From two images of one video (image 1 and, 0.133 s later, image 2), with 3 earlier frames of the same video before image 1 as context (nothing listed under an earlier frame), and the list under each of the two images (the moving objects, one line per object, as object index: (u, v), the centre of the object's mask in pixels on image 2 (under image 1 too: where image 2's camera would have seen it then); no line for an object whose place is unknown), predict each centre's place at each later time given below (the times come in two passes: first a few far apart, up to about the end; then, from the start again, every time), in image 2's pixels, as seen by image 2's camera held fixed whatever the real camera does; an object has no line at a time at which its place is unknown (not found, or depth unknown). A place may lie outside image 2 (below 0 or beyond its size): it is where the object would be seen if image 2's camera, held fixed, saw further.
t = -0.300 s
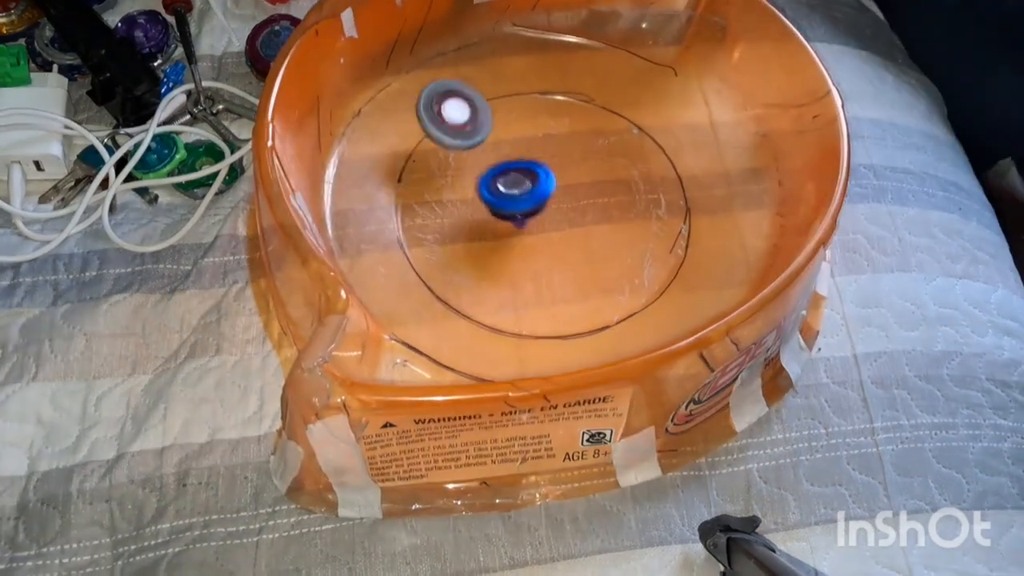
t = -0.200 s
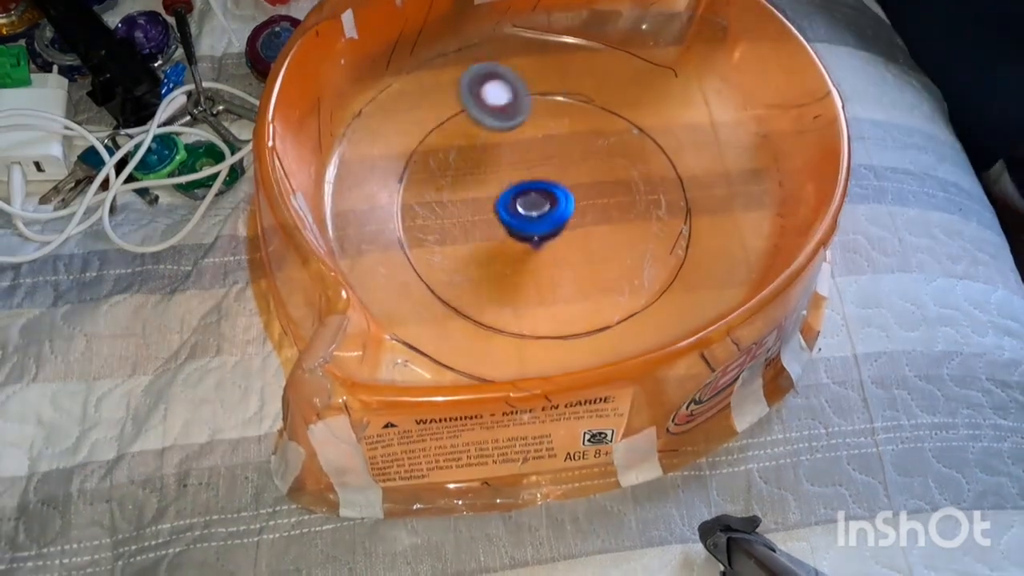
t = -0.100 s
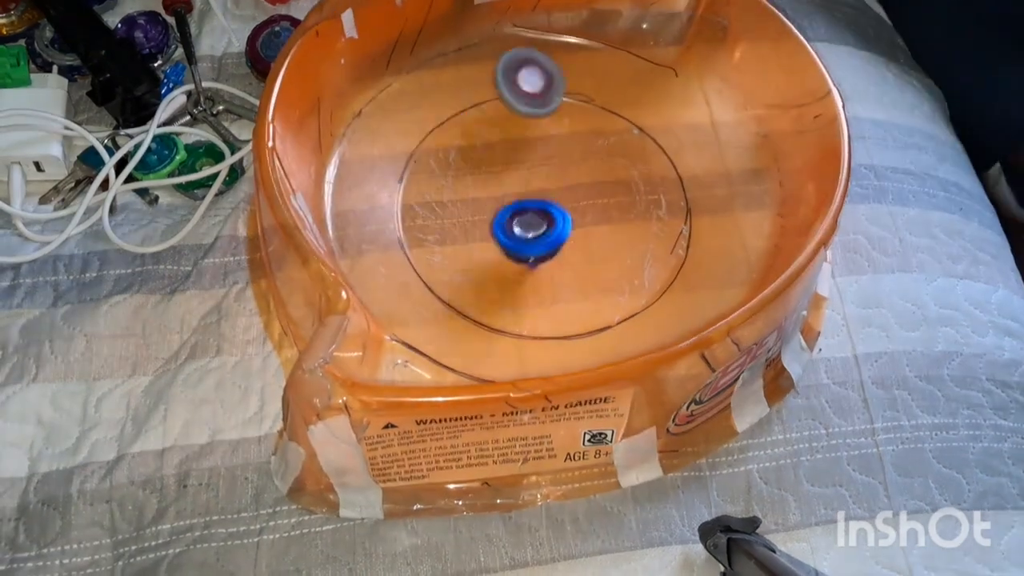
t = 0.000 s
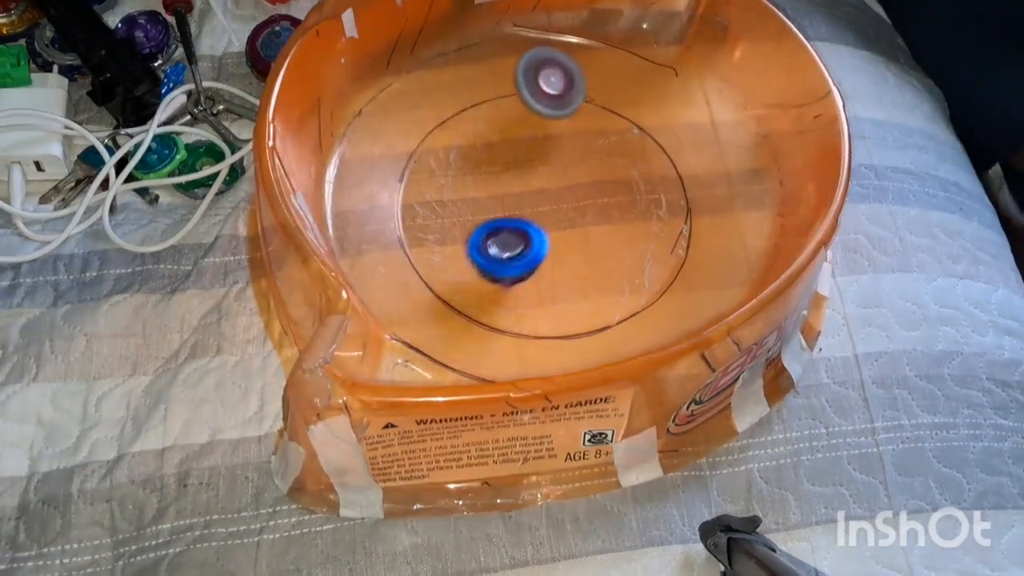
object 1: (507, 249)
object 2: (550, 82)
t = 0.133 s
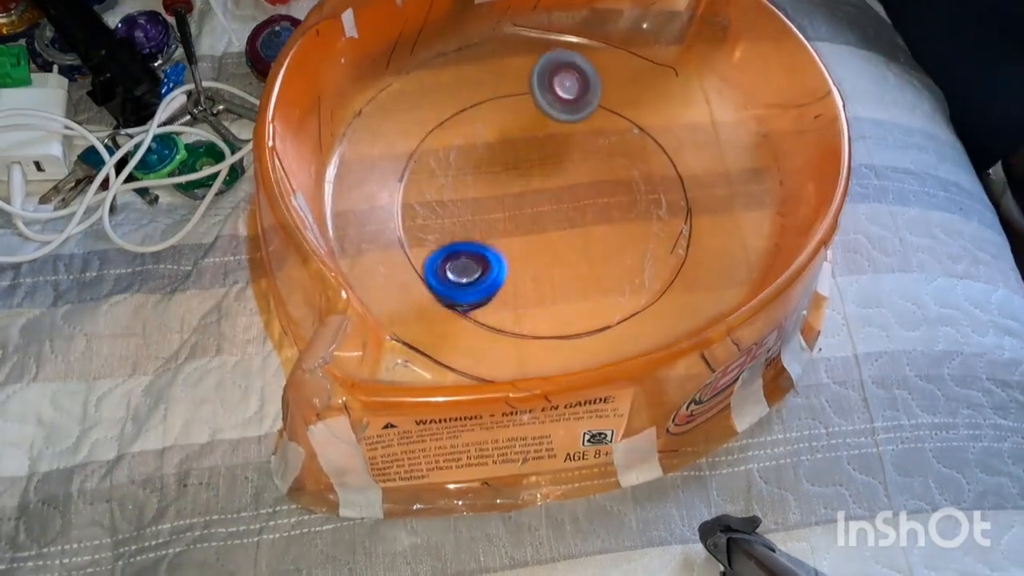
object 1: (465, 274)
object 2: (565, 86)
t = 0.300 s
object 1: (491, 253)
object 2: (570, 85)
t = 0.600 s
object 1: (452, 185)
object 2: (589, 92)
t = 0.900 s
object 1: (416, 189)
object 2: (616, 104)
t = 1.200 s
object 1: (463, 159)
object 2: (628, 118)
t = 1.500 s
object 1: (428, 103)
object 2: (654, 147)
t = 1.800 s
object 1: (537, 146)
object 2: (683, 202)
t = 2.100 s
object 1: (582, 20)
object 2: (640, 210)
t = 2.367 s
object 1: (411, 132)
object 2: (592, 244)
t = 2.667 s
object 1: (621, 319)
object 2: (585, 192)
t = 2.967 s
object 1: (618, 23)
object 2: (519, 121)
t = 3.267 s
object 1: (416, 291)
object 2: (490, 223)
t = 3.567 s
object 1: (709, 87)
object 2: (580, 216)
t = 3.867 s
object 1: (412, 286)
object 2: (586, 99)
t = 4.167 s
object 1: (663, 49)
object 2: (466, 107)
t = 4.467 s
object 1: (399, 274)
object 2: (503, 173)
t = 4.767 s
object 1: (748, 142)
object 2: (614, 145)
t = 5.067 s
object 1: (385, 81)
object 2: (586, 81)
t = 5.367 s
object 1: (611, 327)
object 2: (520, 113)
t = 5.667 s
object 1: (649, 38)
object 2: (563, 167)
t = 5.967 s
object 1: (353, 146)
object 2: (611, 155)
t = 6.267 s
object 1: (626, 305)
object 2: (569, 119)
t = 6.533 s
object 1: (701, 75)
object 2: (524, 137)
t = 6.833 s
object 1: (394, 71)
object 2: (535, 158)
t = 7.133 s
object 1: (523, 299)
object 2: (541, 131)
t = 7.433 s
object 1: (686, 89)
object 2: (522, 122)
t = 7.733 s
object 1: (480, 54)
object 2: (529, 126)
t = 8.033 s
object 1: (524, 283)
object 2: (549, 115)
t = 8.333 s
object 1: (707, 162)
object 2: (555, 111)
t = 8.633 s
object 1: (655, 24)
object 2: (423, 166)
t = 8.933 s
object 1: (397, 139)
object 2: (481, 227)
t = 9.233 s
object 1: (412, 169)
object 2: (562, 203)
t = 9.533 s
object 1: (533, 86)
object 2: (610, 151)
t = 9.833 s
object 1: (540, 92)
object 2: (638, 137)
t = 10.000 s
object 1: (485, 123)
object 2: (633, 117)
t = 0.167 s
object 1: (464, 274)
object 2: (567, 85)
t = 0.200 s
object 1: (468, 272)
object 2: (567, 87)
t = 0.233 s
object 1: (476, 267)
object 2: (568, 87)
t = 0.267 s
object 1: (484, 261)
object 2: (569, 84)
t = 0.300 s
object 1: (491, 253)
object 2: (570, 85)
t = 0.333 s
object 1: (497, 246)
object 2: (570, 87)
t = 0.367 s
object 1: (501, 239)
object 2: (571, 88)
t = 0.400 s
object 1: (501, 232)
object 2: (574, 87)
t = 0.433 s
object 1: (499, 224)
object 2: (577, 87)
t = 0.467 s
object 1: (495, 216)
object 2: (579, 88)
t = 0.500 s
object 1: (488, 208)
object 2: (579, 90)
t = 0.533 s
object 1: (478, 200)
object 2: (581, 92)
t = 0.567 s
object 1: (466, 192)
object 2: (584, 92)
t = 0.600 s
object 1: (452, 185)
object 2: (589, 92)
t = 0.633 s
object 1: (436, 178)
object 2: (594, 91)
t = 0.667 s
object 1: (420, 173)
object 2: (595, 94)
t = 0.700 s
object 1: (403, 169)
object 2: (596, 96)
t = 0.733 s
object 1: (395, 166)
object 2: (599, 99)
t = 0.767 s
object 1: (391, 166)
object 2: (603, 100)
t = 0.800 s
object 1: (392, 169)
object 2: (608, 101)
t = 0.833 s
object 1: (396, 173)
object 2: (613, 101)
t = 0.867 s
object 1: (404, 180)
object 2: (617, 101)
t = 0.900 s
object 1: (416, 189)
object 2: (616, 104)
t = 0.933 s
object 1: (427, 195)
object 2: (616, 107)
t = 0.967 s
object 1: (436, 199)
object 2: (617, 109)
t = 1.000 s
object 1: (443, 200)
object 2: (619, 110)
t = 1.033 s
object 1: (449, 199)
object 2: (623, 110)
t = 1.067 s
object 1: (455, 195)
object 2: (628, 111)
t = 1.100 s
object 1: (459, 189)
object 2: (633, 111)
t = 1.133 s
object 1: (462, 181)
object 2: (632, 113)
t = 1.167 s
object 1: (463, 171)
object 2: (628, 115)
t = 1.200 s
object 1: (463, 159)
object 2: (628, 118)
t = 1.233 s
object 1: (460, 145)
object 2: (629, 120)
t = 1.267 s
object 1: (455, 131)
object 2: (631, 122)
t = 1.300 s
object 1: (447, 118)
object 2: (636, 125)
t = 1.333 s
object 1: (438, 105)
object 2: (643, 128)
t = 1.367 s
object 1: (434, 97)
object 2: (651, 130)
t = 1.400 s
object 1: (431, 93)
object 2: (659, 133)
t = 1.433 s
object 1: (429, 93)
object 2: (658, 137)
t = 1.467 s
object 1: (428, 96)
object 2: (655, 141)
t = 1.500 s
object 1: (428, 103)
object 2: (654, 147)
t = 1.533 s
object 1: (428, 114)
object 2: (653, 153)
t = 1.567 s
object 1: (430, 130)
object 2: (654, 160)
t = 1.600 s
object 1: (435, 143)
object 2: (656, 167)
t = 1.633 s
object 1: (444, 152)
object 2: (659, 175)
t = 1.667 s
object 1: (457, 159)
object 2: (663, 182)
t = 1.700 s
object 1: (474, 162)
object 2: (668, 189)
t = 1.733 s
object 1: (494, 161)
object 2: (675, 195)
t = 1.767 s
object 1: (515, 156)
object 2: (681, 200)
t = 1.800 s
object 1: (537, 146)
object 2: (683, 202)
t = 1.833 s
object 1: (558, 131)
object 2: (677, 202)
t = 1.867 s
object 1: (576, 113)
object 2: (670, 201)
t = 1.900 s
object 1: (591, 92)
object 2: (665, 200)
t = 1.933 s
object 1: (601, 70)
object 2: (660, 200)
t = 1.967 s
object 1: (605, 54)
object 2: (655, 200)
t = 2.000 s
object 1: (605, 39)
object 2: (650, 201)
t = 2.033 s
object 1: (602, 27)
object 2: (646, 203)
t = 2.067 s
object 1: (594, 21)
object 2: (643, 206)
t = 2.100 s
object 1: (582, 20)
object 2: (640, 210)
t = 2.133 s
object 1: (567, 24)
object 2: (637, 215)
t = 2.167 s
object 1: (548, 29)
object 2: (633, 220)
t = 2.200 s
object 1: (527, 38)
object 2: (628, 225)
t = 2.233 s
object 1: (504, 48)
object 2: (623, 230)
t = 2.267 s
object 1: (479, 60)
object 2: (616, 235)
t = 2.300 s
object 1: (452, 77)
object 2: (609, 238)
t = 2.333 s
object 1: (428, 100)
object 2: (601, 242)
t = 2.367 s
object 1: (411, 132)
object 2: (592, 244)
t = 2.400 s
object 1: (404, 168)
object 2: (583, 246)
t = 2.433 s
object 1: (408, 207)
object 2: (573, 248)
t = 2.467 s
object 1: (427, 243)
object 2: (563, 250)
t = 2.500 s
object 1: (462, 276)
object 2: (554, 253)
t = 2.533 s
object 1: (504, 301)
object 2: (550, 250)
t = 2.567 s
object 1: (533, 328)
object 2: (561, 235)
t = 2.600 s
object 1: (566, 344)
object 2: (572, 219)
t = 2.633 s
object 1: (596, 330)
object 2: (581, 204)
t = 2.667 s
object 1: (621, 319)
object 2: (585, 192)
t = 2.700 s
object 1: (643, 299)
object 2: (586, 181)
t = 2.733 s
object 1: (663, 270)
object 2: (585, 170)
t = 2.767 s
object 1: (681, 234)
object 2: (582, 162)
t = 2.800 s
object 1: (695, 200)
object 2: (576, 154)
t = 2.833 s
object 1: (704, 156)
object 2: (569, 146)
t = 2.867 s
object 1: (705, 110)
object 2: (560, 140)
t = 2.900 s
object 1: (690, 63)
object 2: (547, 133)
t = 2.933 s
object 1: (655, 36)
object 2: (534, 126)
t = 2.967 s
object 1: (618, 23)
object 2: (519, 121)
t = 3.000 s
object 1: (570, 16)
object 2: (505, 116)
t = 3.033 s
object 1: (514, 19)
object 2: (492, 114)
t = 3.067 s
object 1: (465, 35)
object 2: (481, 113)
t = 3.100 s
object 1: (413, 51)
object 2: (475, 129)
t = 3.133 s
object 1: (373, 77)
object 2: (476, 154)
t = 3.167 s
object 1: (351, 126)
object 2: (478, 177)
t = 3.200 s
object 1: (353, 183)
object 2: (480, 197)
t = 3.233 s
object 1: (377, 239)
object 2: (484, 211)
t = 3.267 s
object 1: (416, 291)
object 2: (490, 223)
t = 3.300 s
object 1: (465, 334)
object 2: (498, 231)
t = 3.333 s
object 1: (532, 344)
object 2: (506, 237)
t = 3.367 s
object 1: (595, 325)
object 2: (516, 239)
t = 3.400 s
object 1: (652, 311)
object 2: (527, 240)
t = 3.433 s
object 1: (696, 290)
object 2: (537, 240)
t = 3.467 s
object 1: (734, 247)
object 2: (547, 237)
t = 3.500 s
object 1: (756, 191)
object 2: (559, 232)
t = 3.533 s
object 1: (748, 138)
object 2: (570, 224)
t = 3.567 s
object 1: (709, 87)
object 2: (580, 216)
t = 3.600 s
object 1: (659, 43)
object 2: (588, 206)
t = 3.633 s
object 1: (606, 17)
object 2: (594, 195)
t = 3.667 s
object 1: (536, 11)
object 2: (600, 182)
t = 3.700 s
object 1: (472, 20)
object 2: (602, 169)
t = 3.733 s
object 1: (413, 48)
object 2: (604, 155)
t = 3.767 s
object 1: (374, 103)
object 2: (603, 140)
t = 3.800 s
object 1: (348, 157)
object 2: (600, 125)
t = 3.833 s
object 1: (364, 222)
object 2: (594, 112)
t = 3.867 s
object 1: (412, 286)
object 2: (586, 99)
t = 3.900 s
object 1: (477, 333)
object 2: (576, 88)
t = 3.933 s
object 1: (557, 336)
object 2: (564, 79)
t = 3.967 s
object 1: (625, 309)
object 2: (551, 72)
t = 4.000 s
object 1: (687, 288)
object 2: (536, 71)
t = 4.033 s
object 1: (728, 256)
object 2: (519, 76)
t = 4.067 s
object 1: (746, 199)
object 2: (503, 83)
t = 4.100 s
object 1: (750, 144)
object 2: (488, 92)
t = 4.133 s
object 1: (717, 90)
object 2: (475, 98)
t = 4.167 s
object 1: (663, 49)
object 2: (466, 107)
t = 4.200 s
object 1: (613, 20)
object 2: (460, 115)
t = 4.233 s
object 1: (556, 10)
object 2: (457, 123)
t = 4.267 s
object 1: (496, 12)
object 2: (457, 129)
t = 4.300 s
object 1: (441, 27)
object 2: (460, 137)
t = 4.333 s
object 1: (398, 71)
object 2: (466, 145)
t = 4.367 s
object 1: (367, 118)
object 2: (474, 153)
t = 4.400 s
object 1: (347, 165)
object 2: (482, 160)
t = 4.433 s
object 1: (364, 221)
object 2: (491, 167)
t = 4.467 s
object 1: (399, 274)
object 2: (503, 173)
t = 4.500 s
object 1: (444, 314)
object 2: (515, 176)
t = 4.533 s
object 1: (501, 341)
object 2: (528, 177)
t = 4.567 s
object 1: (557, 337)
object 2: (542, 176)
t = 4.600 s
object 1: (605, 316)
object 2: (555, 174)
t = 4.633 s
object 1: (650, 299)
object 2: (569, 172)
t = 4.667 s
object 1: (689, 268)
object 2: (582, 167)
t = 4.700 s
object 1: (720, 228)
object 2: (594, 161)
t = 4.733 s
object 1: (740, 184)
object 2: (606, 153)
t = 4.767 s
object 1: (748, 142)
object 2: (614, 145)
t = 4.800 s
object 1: (725, 101)
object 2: (621, 136)
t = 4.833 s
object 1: (692, 68)
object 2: (625, 127)
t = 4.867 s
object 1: (652, 39)
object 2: (627, 118)
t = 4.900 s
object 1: (612, 21)
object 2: (626, 110)
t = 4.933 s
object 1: (568, 13)
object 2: (623, 101)
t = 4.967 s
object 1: (516, 16)
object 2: (616, 93)
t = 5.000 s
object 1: (467, 29)
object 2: (609, 85)
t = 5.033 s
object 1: (423, 50)
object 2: (599, 80)
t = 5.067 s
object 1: (385, 81)
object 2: (586, 81)
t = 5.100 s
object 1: (362, 118)
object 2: (573, 81)
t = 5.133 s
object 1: (352, 163)
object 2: (562, 83)
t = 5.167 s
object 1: (355, 207)
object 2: (550, 84)
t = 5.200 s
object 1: (379, 251)
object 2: (540, 86)
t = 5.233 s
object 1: (415, 288)
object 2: (532, 89)
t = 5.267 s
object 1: (459, 317)
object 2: (526, 94)
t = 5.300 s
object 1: (506, 337)
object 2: (522, 99)
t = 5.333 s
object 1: (560, 340)
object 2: (521, 106)
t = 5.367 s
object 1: (611, 327)
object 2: (520, 113)
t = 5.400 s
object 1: (659, 310)
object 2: (520, 121)
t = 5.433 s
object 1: (700, 284)
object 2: (522, 129)
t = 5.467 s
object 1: (733, 250)
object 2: (525, 138)
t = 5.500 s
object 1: (751, 210)
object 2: (530, 145)
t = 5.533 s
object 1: (749, 171)
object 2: (535, 151)
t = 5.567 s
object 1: (740, 130)
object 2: (541, 157)
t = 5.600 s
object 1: (717, 93)
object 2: (549, 161)
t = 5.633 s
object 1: (685, 62)
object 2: (556, 164)
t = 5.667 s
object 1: (649, 38)
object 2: (563, 167)
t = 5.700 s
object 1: (616, 22)
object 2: (571, 168)
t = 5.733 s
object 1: (581, 13)
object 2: (579, 170)
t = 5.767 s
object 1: (537, 13)
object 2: (587, 169)
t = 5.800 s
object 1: (494, 24)
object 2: (594, 168)
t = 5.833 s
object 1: (455, 35)
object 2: (600, 167)
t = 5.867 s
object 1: (415, 53)
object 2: (605, 165)
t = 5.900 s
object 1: (386, 82)
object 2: (608, 163)
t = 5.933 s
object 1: (365, 112)
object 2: (610, 159)
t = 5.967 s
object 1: (353, 146)
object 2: (611, 155)
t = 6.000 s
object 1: (351, 180)
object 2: (610, 150)
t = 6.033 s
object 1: (358, 214)
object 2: (608, 145)
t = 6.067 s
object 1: (380, 246)
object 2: (606, 139)
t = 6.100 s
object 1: (411, 274)
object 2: (601, 134)
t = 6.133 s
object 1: (448, 295)
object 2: (596, 129)
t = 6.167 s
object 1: (490, 311)
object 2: (589, 126)
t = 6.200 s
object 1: (537, 317)
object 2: (583, 122)
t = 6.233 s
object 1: (582, 315)
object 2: (576, 120)
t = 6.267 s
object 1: (626, 305)
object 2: (569, 119)
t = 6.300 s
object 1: (664, 286)
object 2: (562, 119)
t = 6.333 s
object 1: (694, 261)
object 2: (555, 120)
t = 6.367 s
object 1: (718, 231)
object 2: (549, 122)
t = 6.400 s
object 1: (733, 199)
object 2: (542, 124)
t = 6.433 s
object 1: (741, 166)
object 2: (536, 127)
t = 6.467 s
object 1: (742, 133)
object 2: (531, 131)
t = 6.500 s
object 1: (725, 101)
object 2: (527, 134)
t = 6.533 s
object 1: (701, 75)
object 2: (524, 137)
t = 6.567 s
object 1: (672, 50)
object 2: (522, 140)
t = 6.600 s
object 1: (641, 33)
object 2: (522, 144)
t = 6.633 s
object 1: (609, 21)
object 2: (523, 147)
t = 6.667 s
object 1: (573, 15)
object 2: (524, 151)
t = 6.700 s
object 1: (534, 15)
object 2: (526, 153)
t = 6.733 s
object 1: (495, 22)
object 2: (529, 156)
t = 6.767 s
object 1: (459, 33)
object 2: (531, 157)
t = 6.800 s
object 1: (424, 50)
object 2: (533, 158)
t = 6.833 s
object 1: (394, 71)
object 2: (535, 158)
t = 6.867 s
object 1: (373, 96)
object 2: (537, 157)
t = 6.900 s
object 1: (360, 125)
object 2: (539, 154)
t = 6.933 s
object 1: (356, 155)
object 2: (540, 152)
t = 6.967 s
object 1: (362, 189)
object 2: (541, 148)
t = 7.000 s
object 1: (379, 222)
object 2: (542, 144)
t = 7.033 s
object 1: (404, 250)
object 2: (542, 140)
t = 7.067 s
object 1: (438, 273)
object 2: (542, 137)
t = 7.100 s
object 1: (479, 290)
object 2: (542, 133)
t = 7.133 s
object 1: (523, 299)
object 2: (541, 131)
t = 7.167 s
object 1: (567, 298)
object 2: (540, 128)
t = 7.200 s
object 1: (606, 289)
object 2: (539, 127)
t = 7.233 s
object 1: (642, 273)
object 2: (538, 126)
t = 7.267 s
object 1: (670, 250)
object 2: (536, 125)
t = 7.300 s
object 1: (688, 219)
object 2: (534, 125)
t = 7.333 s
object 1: (696, 186)
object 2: (531, 124)
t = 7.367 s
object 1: (699, 153)
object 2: (528, 124)
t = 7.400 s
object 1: (696, 121)
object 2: (525, 123)
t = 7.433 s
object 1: (686, 89)
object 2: (522, 122)
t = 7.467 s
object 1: (671, 60)
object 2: (520, 121)
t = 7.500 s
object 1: (652, 37)
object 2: (519, 120)
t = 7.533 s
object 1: (627, 23)
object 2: (520, 120)
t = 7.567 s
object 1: (599, 17)
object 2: (523, 120)
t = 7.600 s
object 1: (571, 12)
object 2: (525, 122)
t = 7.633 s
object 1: (547, 14)
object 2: (526, 123)
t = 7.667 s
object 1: (524, 22)
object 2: (528, 125)
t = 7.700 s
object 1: (501, 33)
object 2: (528, 126)
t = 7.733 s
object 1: (480, 54)
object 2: (529, 126)
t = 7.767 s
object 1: (462, 79)
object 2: (529, 125)
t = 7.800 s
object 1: (448, 110)
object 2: (531, 124)
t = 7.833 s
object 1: (441, 141)
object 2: (533, 123)
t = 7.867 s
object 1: (442, 170)
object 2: (536, 121)
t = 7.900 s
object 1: (448, 194)
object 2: (538, 119)
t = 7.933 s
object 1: (460, 219)
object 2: (542, 118)
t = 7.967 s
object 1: (477, 243)
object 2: (545, 117)
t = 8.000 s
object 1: (498, 265)
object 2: (547, 116)
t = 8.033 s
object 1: (524, 283)
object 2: (549, 115)
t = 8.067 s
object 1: (555, 294)
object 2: (551, 114)
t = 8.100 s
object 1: (587, 293)
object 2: (552, 112)
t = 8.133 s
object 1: (619, 289)
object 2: (553, 111)
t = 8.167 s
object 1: (650, 279)
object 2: (554, 110)
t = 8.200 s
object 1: (676, 263)
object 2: (554, 111)
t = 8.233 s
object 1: (696, 241)
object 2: (554, 111)
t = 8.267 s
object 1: (708, 216)
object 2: (554, 111)
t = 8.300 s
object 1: (711, 189)
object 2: (555, 111)
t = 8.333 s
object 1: (707, 162)
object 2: (555, 111)
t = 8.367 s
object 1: (693, 135)
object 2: (556, 112)
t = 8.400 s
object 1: (673, 110)
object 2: (557, 112)
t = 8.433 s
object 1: (648, 89)
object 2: (557, 113)
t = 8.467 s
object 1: (621, 72)
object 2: (558, 114)
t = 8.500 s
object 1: (618, 41)
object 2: (538, 123)
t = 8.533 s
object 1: (628, 17)
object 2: (501, 138)
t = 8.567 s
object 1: (638, 7)
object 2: (469, 150)
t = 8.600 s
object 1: (647, 18)
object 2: (443, 159)
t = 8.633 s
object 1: (655, 24)
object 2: (423, 166)
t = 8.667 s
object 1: (624, 15)
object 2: (412, 172)
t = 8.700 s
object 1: (588, 19)
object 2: (407, 179)
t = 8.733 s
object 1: (556, 25)
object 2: (407, 186)
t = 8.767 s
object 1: (526, 40)
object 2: (413, 194)
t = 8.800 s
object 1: (496, 61)
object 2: (423, 201)
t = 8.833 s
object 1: (468, 80)
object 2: (437, 209)
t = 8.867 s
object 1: (441, 99)
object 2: (450, 215)
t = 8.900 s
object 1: (419, 117)
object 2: (465, 221)
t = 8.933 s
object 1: (397, 139)
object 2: (481, 227)
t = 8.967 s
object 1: (385, 155)
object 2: (495, 231)
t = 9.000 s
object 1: (375, 167)
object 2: (508, 232)
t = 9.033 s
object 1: (369, 177)
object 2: (520, 232)
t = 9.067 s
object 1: (369, 180)
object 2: (529, 231)
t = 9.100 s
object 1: (370, 184)
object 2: (538, 227)
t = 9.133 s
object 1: (376, 183)
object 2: (546, 223)
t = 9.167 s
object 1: (386, 180)
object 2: (552, 218)
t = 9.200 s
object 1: (397, 176)
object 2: (558, 211)
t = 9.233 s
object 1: (412, 169)
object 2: (562, 203)
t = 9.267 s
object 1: (427, 163)
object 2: (566, 195)
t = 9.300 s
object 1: (443, 155)
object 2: (569, 186)
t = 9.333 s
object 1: (459, 145)
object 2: (572, 177)
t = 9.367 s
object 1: (474, 137)
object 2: (575, 169)
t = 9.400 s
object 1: (490, 130)
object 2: (577, 160)
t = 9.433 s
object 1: (506, 127)
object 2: (579, 150)
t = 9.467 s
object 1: (514, 119)
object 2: (591, 150)
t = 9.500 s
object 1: (524, 97)
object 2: (602, 151)
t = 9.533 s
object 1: (533, 86)
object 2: (610, 151)
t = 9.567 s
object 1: (541, 80)
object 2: (615, 149)
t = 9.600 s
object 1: (549, 76)
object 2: (618, 144)
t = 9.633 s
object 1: (555, 80)
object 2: (619, 138)
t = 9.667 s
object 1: (559, 87)
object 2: (620, 133)
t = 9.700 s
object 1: (554, 83)
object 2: (629, 138)
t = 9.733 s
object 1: (550, 81)
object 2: (635, 141)
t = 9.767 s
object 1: (547, 84)
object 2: (637, 141)
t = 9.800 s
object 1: (544, 87)
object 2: (638, 140)
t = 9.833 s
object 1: (540, 92)
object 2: (638, 137)
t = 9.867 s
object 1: (532, 98)
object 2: (637, 132)
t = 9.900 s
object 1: (521, 104)
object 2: (636, 128)
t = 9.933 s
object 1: (508, 111)
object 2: (635, 124)
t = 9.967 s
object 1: (496, 117)
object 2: (635, 120)
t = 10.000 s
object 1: (485, 123)
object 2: (633, 117)
